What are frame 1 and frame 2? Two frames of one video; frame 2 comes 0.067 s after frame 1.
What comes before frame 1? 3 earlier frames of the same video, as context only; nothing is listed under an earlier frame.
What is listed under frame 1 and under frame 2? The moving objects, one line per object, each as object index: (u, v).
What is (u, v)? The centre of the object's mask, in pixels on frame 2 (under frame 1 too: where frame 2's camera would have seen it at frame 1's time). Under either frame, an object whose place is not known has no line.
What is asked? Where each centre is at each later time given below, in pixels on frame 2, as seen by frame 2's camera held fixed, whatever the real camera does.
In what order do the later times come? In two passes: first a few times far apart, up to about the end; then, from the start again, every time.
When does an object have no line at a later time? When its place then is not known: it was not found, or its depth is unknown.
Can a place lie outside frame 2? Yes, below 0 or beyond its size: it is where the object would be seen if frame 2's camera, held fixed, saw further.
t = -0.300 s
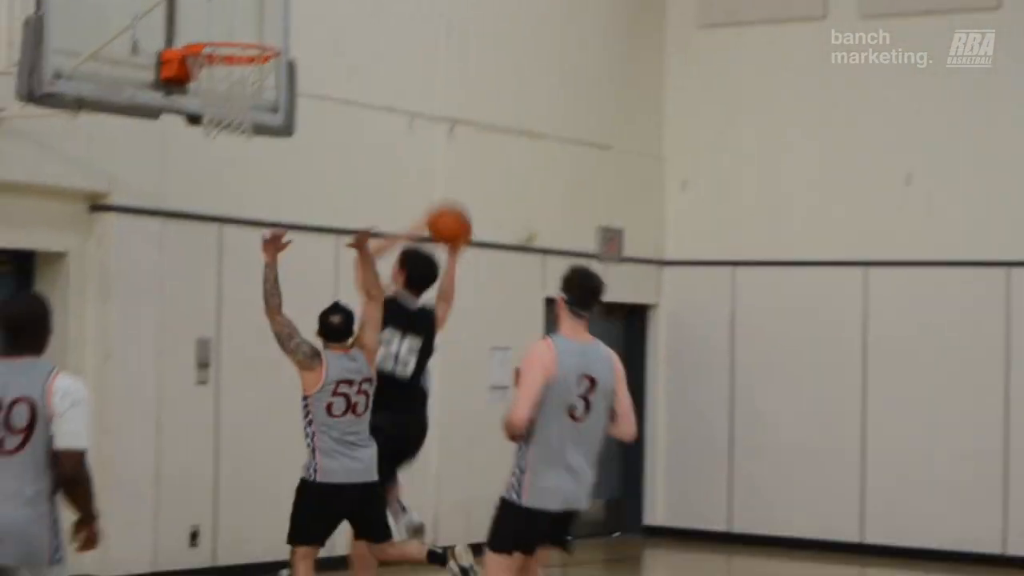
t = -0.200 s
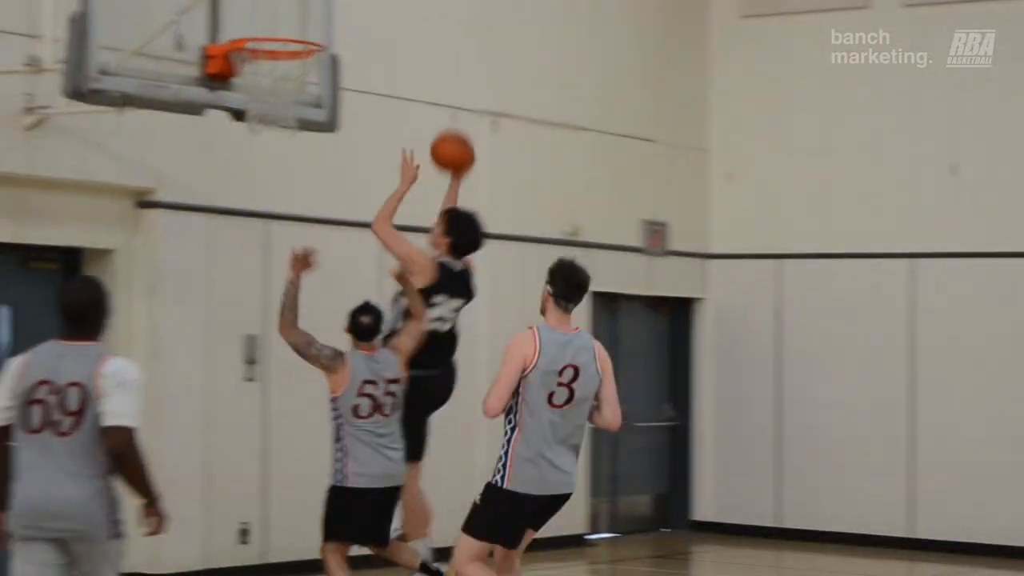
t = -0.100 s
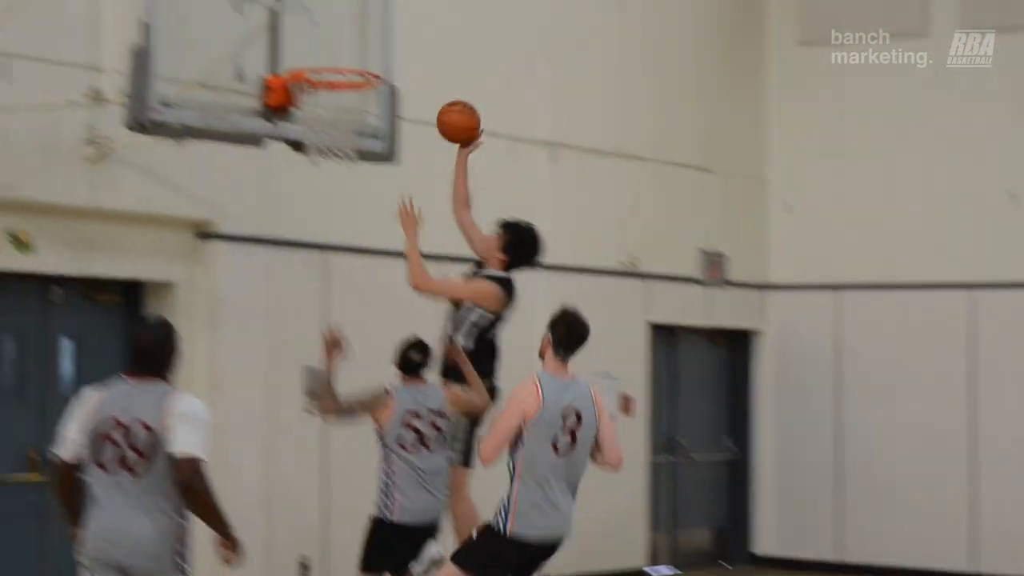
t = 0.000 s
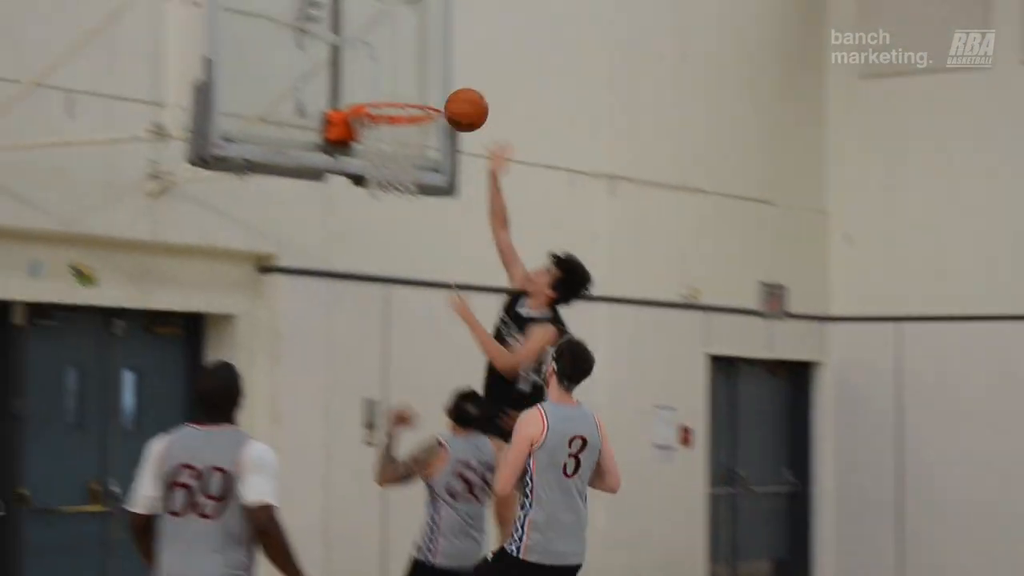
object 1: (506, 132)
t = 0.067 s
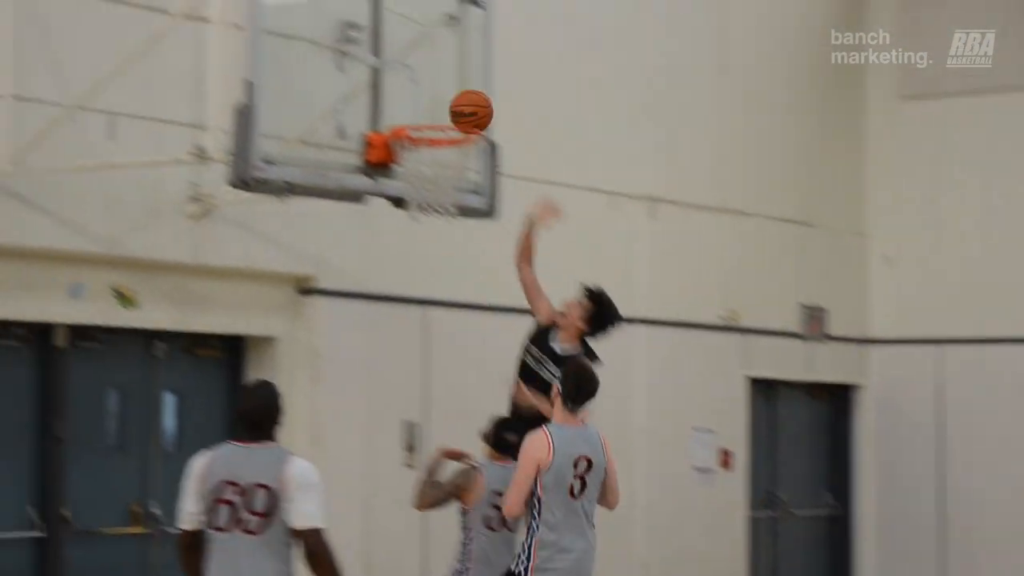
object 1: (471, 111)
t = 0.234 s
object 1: (467, 98)
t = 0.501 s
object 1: (443, 125)
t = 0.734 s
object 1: (427, 173)
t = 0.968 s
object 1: (430, 243)
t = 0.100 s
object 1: (468, 105)
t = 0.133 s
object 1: (468, 100)
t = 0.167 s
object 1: (468, 97)
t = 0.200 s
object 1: (468, 97)
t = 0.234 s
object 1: (467, 98)
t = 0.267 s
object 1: (468, 101)
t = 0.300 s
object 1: (468, 107)
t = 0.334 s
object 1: (468, 112)
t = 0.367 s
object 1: (463, 111)
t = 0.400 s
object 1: (458, 113)
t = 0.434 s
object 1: (453, 110)
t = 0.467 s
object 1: (448, 117)
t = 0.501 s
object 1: (443, 125)
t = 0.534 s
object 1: (439, 134)
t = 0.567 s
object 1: (433, 144)
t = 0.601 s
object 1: (429, 152)
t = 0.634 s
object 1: (426, 159)
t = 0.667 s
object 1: (425, 161)
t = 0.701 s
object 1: (428, 168)
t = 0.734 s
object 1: (427, 173)
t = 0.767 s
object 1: (427, 179)
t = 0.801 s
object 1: (428, 186)
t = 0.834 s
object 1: (427, 194)
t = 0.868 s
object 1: (429, 203)
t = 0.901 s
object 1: (429, 215)
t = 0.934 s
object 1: (429, 229)
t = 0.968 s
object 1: (430, 243)
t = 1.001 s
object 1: (430, 260)
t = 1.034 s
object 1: (430, 280)
